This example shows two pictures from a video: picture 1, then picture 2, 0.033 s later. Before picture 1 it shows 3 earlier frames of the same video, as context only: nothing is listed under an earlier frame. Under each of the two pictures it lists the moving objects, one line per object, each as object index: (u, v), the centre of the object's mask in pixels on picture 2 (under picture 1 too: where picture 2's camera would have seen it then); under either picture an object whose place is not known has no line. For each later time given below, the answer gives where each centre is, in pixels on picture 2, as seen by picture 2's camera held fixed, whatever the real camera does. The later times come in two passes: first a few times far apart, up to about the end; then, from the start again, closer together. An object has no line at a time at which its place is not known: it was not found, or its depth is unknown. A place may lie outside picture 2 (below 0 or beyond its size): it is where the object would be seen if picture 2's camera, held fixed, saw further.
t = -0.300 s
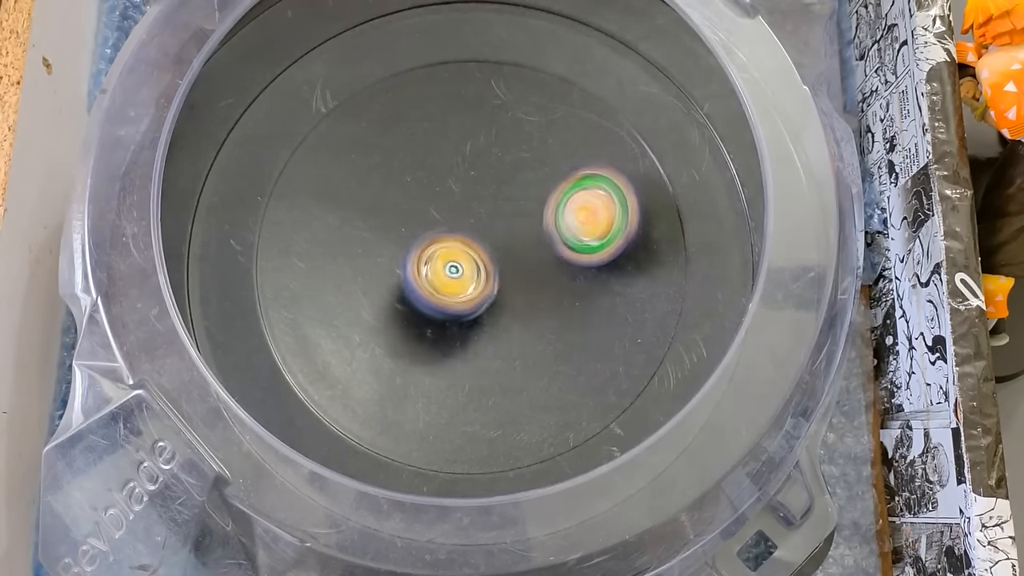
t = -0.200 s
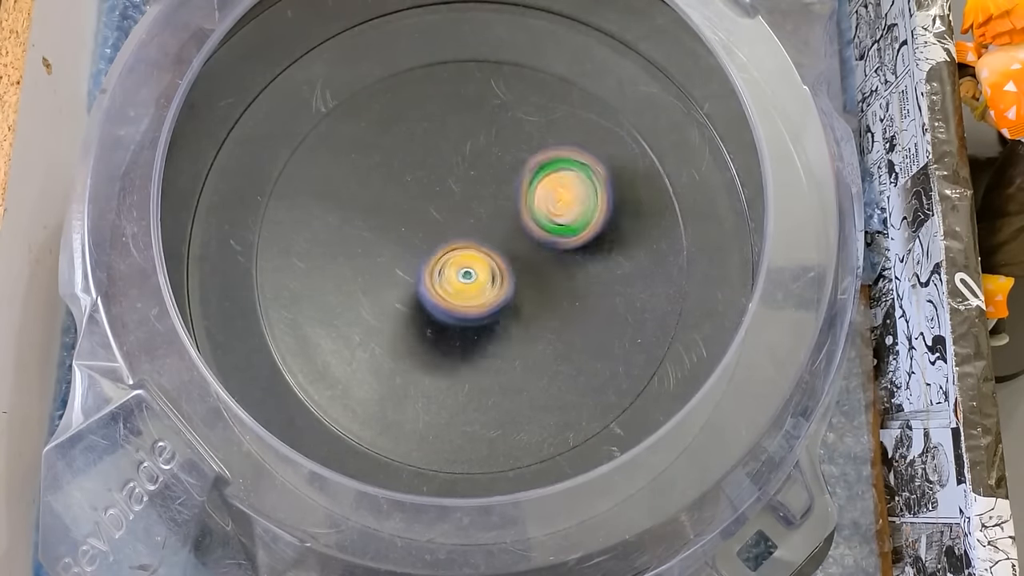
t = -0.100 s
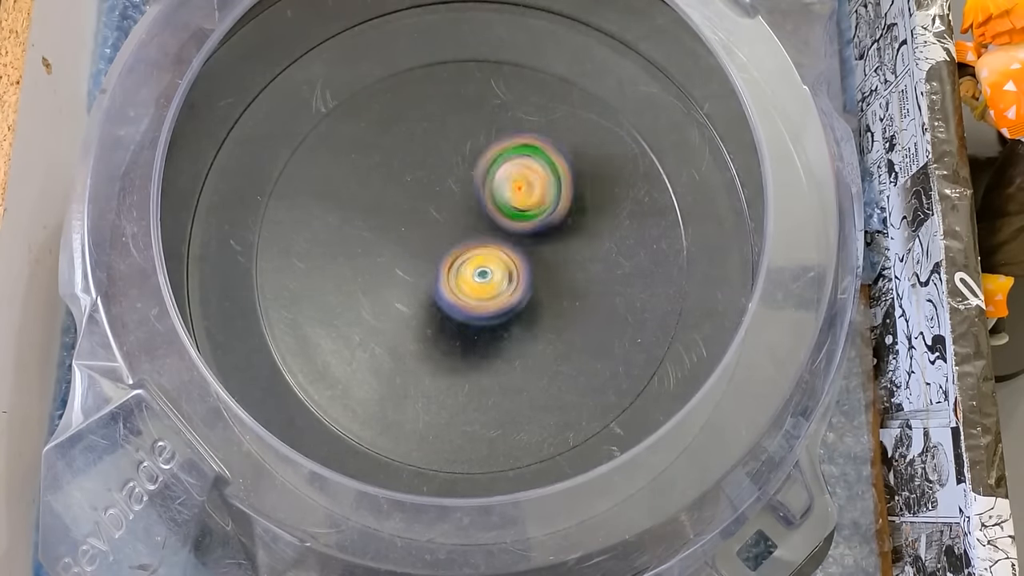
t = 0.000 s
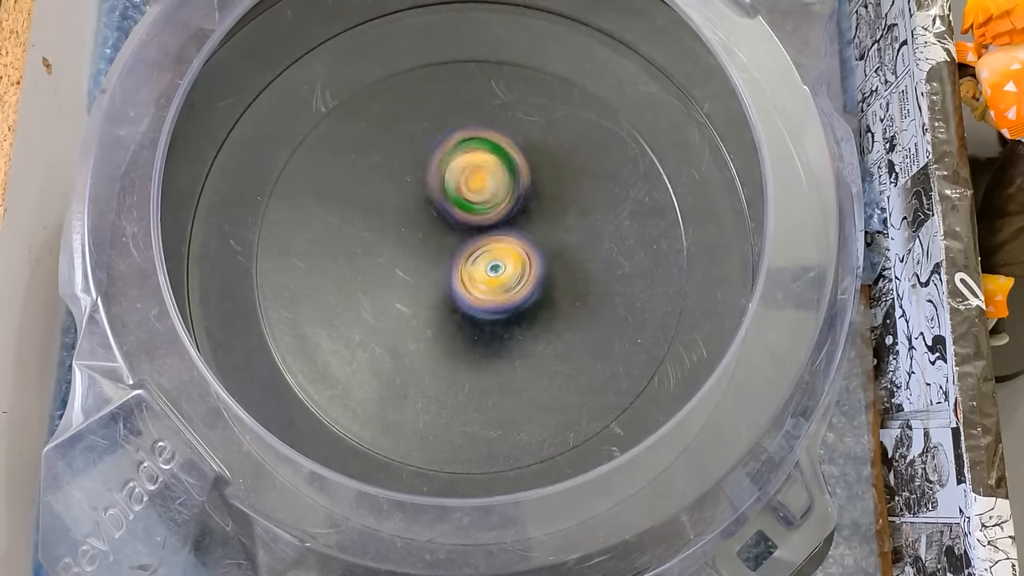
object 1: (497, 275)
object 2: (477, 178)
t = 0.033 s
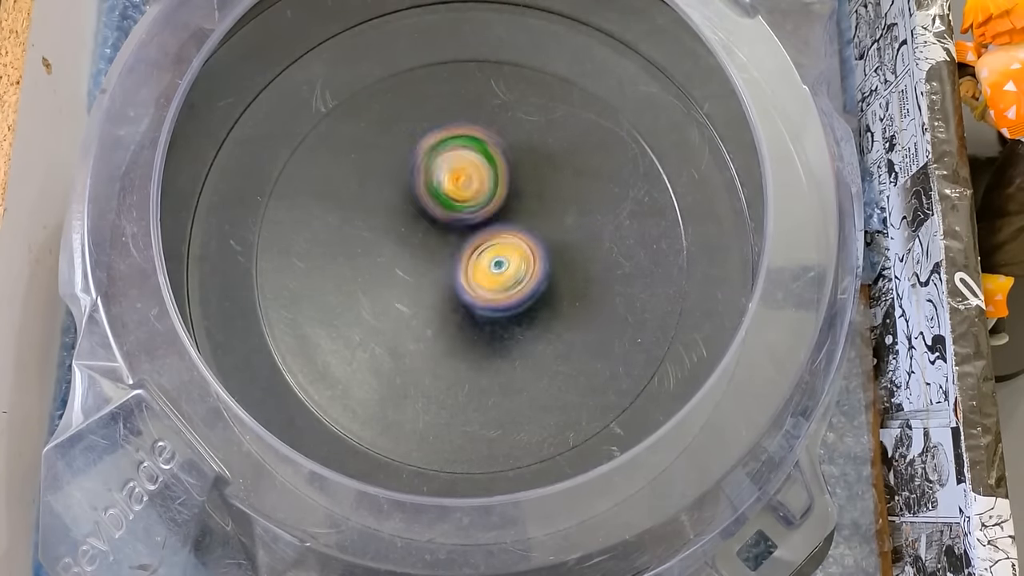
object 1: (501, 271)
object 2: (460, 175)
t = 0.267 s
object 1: (504, 238)
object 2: (370, 193)
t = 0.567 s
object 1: (469, 221)
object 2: (378, 267)
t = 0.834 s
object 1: (477, 241)
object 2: (472, 343)
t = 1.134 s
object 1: (474, 250)
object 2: (566, 319)
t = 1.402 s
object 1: (455, 258)
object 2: (565, 220)
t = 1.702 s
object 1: (440, 281)
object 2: (514, 136)
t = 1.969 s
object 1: (485, 278)
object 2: (441, 193)
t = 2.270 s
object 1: (487, 251)
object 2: (370, 223)
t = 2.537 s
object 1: (483, 224)
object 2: (397, 278)
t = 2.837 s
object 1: (478, 227)
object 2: (401, 296)
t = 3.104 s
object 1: (482, 238)
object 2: (404, 262)
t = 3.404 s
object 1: (482, 237)
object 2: (402, 258)
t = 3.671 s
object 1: (482, 237)
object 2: (402, 258)
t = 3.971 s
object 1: (482, 237)
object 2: (402, 258)
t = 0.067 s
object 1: (503, 267)
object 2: (444, 175)
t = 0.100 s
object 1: (506, 263)
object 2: (430, 175)
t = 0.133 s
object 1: (508, 258)
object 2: (414, 177)
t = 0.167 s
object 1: (507, 253)
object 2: (402, 179)
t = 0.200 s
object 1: (507, 248)
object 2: (389, 182)
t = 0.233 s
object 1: (506, 244)
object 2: (379, 189)
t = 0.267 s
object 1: (504, 238)
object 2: (370, 193)
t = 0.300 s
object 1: (501, 235)
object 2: (364, 198)
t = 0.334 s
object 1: (497, 232)
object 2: (359, 204)
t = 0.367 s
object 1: (494, 229)
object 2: (356, 210)
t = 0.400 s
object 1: (489, 227)
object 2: (357, 217)
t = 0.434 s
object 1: (484, 225)
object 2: (358, 226)
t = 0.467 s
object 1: (479, 225)
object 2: (360, 235)
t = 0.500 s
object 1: (472, 224)
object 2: (366, 244)
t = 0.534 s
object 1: (469, 226)
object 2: (372, 254)
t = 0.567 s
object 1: (469, 221)
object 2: (378, 267)
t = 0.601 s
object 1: (471, 221)
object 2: (385, 279)
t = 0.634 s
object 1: (473, 222)
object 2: (396, 291)
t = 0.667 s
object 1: (473, 224)
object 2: (407, 302)
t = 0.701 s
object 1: (473, 227)
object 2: (419, 312)
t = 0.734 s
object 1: (475, 229)
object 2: (433, 321)
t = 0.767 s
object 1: (475, 233)
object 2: (446, 331)
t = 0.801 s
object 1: (477, 236)
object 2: (459, 337)
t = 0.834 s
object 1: (477, 241)
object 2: (472, 343)
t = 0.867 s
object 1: (479, 246)
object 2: (485, 347)
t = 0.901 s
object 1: (480, 249)
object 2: (498, 349)
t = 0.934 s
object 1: (482, 252)
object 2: (510, 349)
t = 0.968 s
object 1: (484, 254)
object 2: (520, 348)
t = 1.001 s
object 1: (485, 256)
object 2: (529, 345)
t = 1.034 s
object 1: (484, 257)
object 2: (539, 340)
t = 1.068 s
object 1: (479, 253)
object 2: (549, 335)
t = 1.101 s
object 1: (477, 251)
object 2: (559, 328)
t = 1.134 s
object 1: (474, 250)
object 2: (566, 319)
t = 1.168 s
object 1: (473, 249)
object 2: (571, 310)
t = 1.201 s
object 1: (473, 249)
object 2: (573, 298)
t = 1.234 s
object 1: (473, 247)
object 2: (576, 286)
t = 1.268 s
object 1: (471, 248)
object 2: (575, 276)
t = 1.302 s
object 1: (471, 249)
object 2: (573, 263)
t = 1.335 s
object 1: (471, 250)
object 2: (571, 252)
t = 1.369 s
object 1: (461, 255)
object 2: (569, 236)
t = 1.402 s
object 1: (455, 258)
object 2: (565, 220)
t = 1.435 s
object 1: (448, 258)
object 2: (557, 205)
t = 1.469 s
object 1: (441, 263)
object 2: (548, 191)
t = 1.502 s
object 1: (437, 266)
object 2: (540, 178)
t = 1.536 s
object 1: (436, 269)
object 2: (534, 165)
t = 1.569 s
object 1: (434, 273)
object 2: (527, 155)
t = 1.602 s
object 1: (433, 275)
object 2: (523, 148)
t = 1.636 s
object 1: (435, 277)
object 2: (520, 142)
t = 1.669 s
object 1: (438, 278)
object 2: (517, 139)
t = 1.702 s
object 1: (440, 281)
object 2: (514, 136)
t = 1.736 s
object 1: (442, 282)
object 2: (511, 139)
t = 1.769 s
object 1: (446, 281)
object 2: (506, 142)
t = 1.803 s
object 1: (449, 281)
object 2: (499, 148)
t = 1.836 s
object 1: (455, 282)
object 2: (490, 153)
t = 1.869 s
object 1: (460, 279)
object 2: (483, 162)
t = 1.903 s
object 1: (464, 275)
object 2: (473, 173)
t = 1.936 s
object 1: (471, 276)
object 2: (460, 183)
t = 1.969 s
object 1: (485, 278)
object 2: (441, 193)
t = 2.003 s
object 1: (490, 279)
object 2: (421, 204)
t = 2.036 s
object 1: (495, 277)
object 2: (405, 214)
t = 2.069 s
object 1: (497, 274)
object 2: (389, 220)
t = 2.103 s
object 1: (496, 269)
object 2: (376, 225)
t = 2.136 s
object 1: (496, 266)
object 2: (366, 227)
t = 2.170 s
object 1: (495, 265)
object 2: (363, 227)
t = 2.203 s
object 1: (495, 261)
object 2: (363, 225)
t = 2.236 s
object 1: (493, 255)
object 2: (365, 224)
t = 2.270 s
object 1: (487, 251)
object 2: (370, 223)
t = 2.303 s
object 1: (482, 248)
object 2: (374, 222)
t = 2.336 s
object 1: (477, 245)
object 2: (379, 224)
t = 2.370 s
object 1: (480, 239)
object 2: (382, 233)
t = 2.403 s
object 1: (480, 236)
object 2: (388, 243)
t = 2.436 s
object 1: (482, 234)
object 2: (391, 254)
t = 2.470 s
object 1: (482, 232)
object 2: (395, 264)
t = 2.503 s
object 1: (483, 228)
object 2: (396, 272)
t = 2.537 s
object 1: (483, 224)
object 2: (397, 278)
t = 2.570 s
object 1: (481, 220)
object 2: (399, 282)
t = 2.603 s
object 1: (478, 220)
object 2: (398, 284)
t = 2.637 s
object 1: (473, 222)
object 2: (399, 286)
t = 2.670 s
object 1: (472, 227)
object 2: (401, 287)
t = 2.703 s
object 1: (473, 230)
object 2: (401, 288)
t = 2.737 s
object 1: (476, 229)
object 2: (401, 290)
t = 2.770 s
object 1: (476, 227)
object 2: (401, 294)
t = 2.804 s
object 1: (477, 228)
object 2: (401, 295)
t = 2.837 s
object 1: (478, 227)
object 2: (401, 296)
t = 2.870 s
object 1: (481, 226)
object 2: (403, 295)
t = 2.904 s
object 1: (482, 226)
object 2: (405, 292)
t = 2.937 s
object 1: (483, 226)
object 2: (406, 288)
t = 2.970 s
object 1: (483, 228)
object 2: (408, 282)
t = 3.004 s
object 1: (484, 231)
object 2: (408, 275)
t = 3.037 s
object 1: (483, 234)
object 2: (406, 270)
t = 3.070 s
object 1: (483, 236)
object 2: (405, 265)
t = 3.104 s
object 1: (482, 238)
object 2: (404, 262)
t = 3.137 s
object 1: (482, 237)
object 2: (403, 260)
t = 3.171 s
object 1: (482, 237)
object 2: (402, 258)
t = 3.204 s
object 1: (482, 237)
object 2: (402, 257)
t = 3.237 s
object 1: (482, 237)
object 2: (401, 257)
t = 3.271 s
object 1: (482, 237)
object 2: (402, 257)
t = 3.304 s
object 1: (482, 237)
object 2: (402, 258)
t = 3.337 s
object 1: (482, 237)
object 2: (402, 258)
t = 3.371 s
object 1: (482, 237)
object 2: (402, 258)
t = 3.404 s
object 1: (482, 237)
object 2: (402, 258)
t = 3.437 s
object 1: (482, 237)
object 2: (402, 258)
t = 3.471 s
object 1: (482, 237)
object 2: (402, 258)
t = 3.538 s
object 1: (482, 237)
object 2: (402, 258)
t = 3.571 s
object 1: (482, 237)
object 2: (402, 258)
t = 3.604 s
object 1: (482, 237)
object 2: (402, 258)
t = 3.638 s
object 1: (482, 237)
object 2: (402, 258)
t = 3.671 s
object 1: (482, 237)
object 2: (402, 258)
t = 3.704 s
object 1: (482, 237)
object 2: (402, 258)
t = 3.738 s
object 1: (482, 237)
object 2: (402, 258)
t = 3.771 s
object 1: (482, 237)
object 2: (402, 258)
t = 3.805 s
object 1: (482, 237)
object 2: (402, 258)
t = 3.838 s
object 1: (482, 237)
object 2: (402, 258)
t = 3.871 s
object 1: (482, 237)
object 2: (402, 258)
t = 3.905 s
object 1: (482, 237)
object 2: (402, 258)
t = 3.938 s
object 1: (482, 237)
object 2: (402, 258)
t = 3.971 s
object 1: (482, 237)
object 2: (402, 258)
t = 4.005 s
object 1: (482, 237)
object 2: (402, 258)
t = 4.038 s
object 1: (482, 237)
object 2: (402, 258)
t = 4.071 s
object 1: (482, 237)
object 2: (402, 258)
